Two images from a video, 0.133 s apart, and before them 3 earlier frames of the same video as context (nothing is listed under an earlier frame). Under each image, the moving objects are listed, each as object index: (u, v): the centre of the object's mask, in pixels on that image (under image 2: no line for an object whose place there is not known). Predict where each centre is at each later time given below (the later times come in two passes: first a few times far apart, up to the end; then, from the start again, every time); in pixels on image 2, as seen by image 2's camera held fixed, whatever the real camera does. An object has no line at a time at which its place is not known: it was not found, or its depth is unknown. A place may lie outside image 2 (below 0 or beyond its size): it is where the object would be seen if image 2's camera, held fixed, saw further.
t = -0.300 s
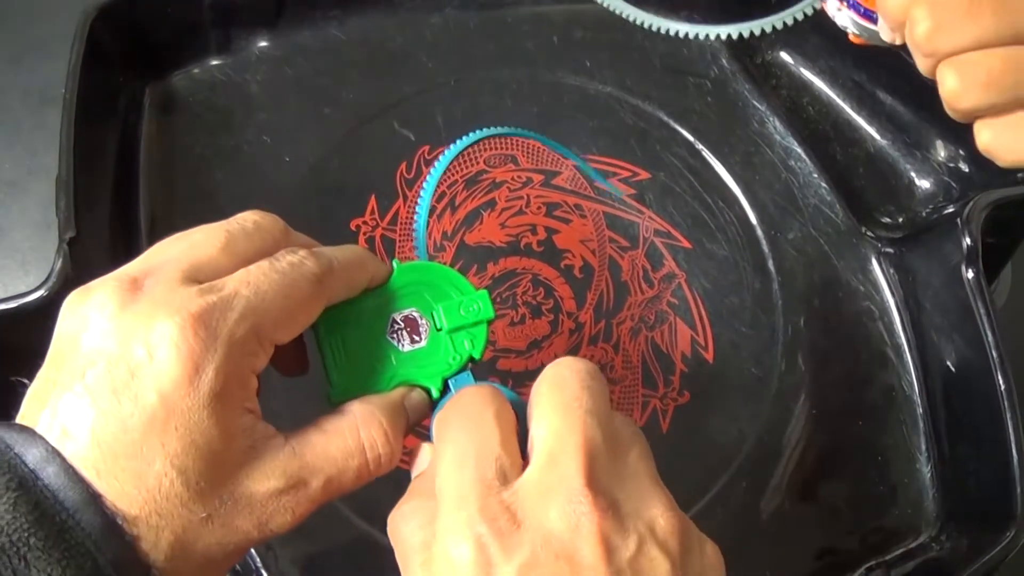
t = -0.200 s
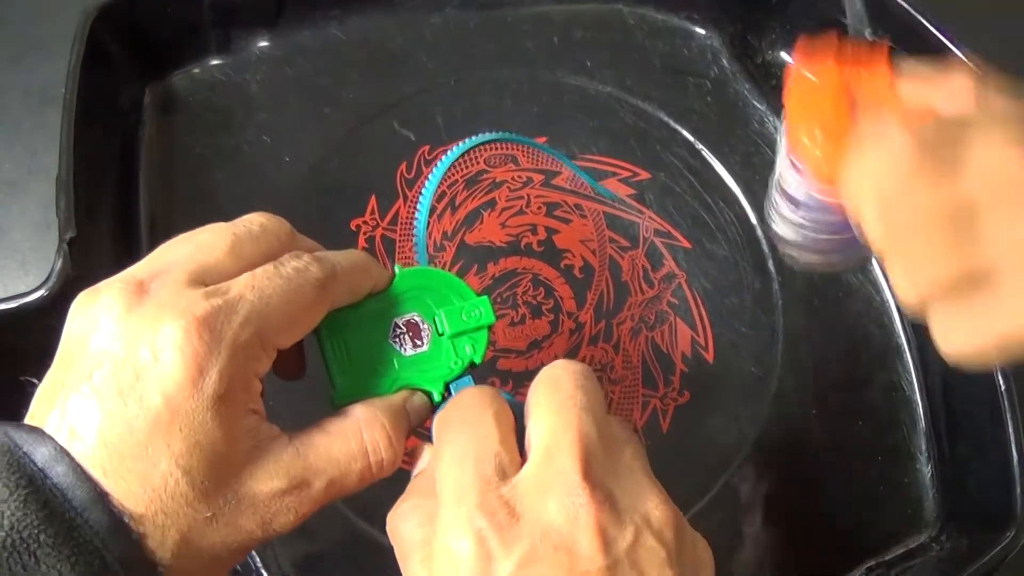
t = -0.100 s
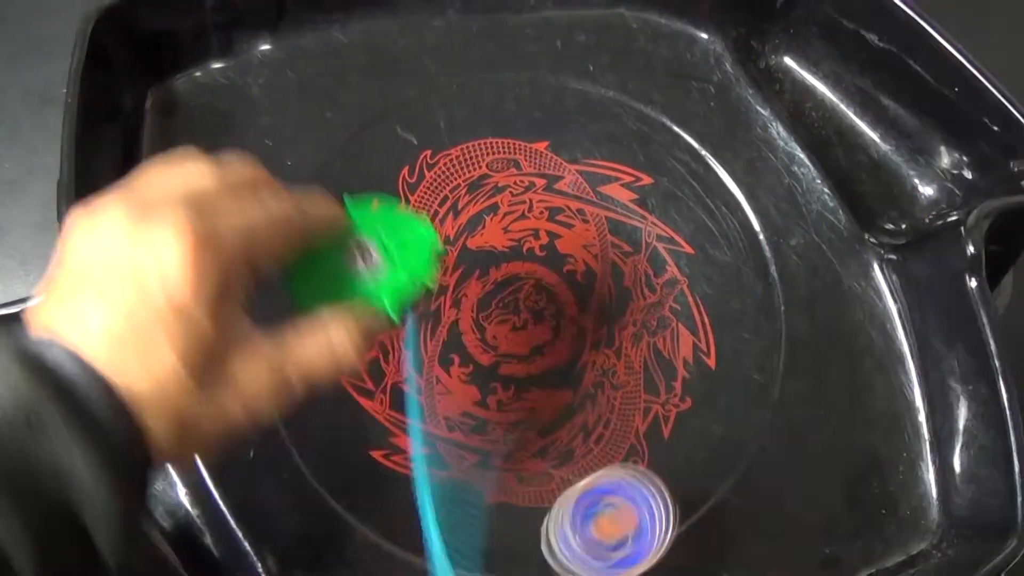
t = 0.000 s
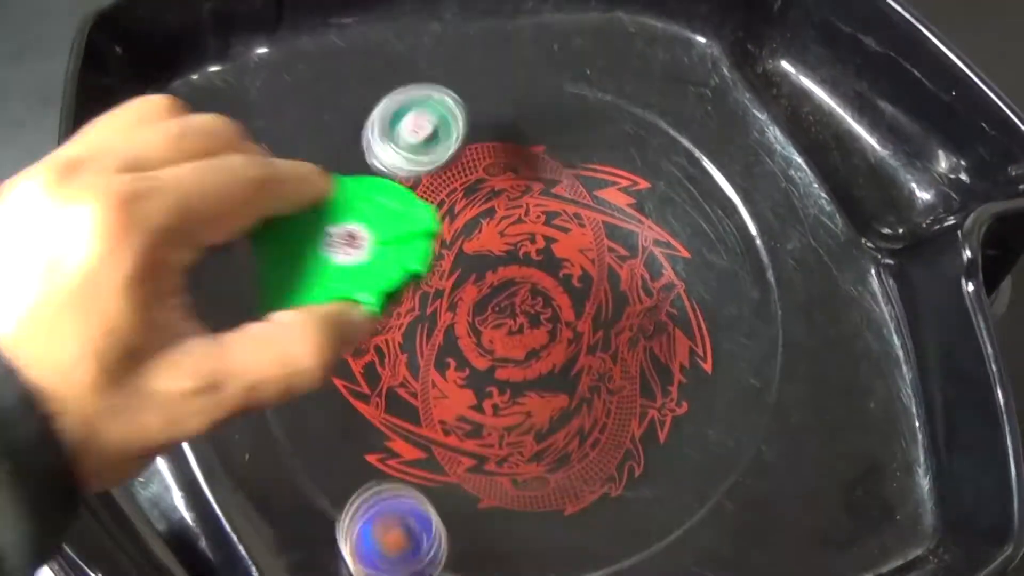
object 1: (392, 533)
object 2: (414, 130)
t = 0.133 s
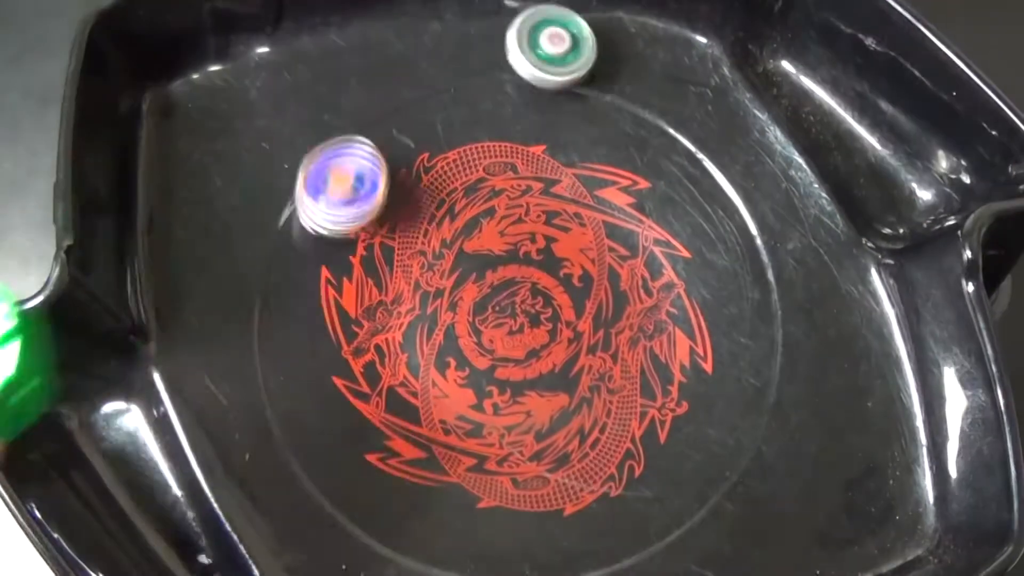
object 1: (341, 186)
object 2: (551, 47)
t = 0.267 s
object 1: (452, 33)
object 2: (543, 138)
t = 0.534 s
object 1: (667, 333)
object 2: (523, 251)
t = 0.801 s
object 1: (510, 403)
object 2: (631, 274)
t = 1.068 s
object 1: (548, 346)
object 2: (628, 276)
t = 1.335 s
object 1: (540, 372)
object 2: (628, 294)
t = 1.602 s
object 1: (527, 396)
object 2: (634, 322)
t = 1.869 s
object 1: (517, 406)
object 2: (587, 315)
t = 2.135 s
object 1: (509, 404)
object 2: (568, 264)
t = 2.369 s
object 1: (504, 397)
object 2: (568, 242)
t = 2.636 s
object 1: (508, 384)
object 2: (573, 231)
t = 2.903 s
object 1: (527, 370)
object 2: (568, 231)
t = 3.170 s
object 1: (570, 358)
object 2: (578, 236)
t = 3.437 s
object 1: (617, 360)
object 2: (583, 239)
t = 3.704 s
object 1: (631, 361)
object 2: (586, 241)
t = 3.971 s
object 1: (629, 357)
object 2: (578, 233)
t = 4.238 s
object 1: (623, 354)
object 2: (570, 231)
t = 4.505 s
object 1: (615, 348)
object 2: (569, 231)
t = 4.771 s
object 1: (611, 336)
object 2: (566, 230)
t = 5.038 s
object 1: (621, 317)
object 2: (567, 232)
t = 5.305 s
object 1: (644, 283)
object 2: (566, 228)
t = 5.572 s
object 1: (609, 320)
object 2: (489, 210)
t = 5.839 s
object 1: (553, 397)
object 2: (476, 218)
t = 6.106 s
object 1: (559, 416)
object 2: (501, 219)
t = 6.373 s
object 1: (462, 388)
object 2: (525, 230)
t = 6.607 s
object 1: (411, 358)
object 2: (530, 247)
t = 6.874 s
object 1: (409, 288)
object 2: (516, 255)
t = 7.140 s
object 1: (418, 263)
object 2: (531, 243)
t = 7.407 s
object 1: (428, 236)
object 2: (588, 244)
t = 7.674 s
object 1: (447, 247)
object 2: (603, 255)
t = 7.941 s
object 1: (492, 264)
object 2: (596, 276)
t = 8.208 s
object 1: (454, 268)
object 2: (610, 274)
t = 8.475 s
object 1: (448, 271)
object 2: (608, 259)
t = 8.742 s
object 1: (446, 267)
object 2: (609, 260)
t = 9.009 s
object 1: (451, 262)
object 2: (603, 265)
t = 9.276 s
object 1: (459, 261)
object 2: (591, 255)
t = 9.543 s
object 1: (466, 267)
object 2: (591, 241)
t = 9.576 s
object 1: (466, 267)
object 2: (590, 241)
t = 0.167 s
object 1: (359, 117)
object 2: (564, 59)
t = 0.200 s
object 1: (385, 61)
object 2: (565, 83)
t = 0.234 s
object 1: (415, 29)
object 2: (558, 112)
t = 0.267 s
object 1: (452, 33)
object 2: (543, 138)
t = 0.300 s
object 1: (490, 51)
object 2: (530, 156)
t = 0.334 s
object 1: (526, 84)
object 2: (514, 175)
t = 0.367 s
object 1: (567, 114)
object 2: (493, 205)
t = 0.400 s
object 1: (607, 143)
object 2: (480, 229)
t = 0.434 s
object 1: (639, 183)
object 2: (477, 243)
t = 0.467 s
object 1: (662, 231)
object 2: (486, 245)
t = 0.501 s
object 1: (670, 283)
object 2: (503, 247)
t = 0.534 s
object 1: (667, 333)
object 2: (523, 251)
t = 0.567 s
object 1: (656, 378)
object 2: (542, 256)
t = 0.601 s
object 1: (637, 413)
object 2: (559, 262)
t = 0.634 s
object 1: (614, 437)
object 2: (577, 269)
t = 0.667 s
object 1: (587, 448)
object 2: (593, 276)
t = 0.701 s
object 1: (561, 446)
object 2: (611, 281)
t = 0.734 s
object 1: (538, 435)
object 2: (625, 281)
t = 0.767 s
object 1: (521, 419)
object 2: (631, 277)
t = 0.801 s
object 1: (510, 403)
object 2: (631, 274)
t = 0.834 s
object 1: (504, 389)
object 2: (629, 271)
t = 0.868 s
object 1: (504, 378)
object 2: (627, 268)
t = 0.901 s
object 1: (507, 369)
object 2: (625, 266)
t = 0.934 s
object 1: (513, 363)
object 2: (625, 265)
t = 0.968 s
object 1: (520, 359)
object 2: (625, 266)
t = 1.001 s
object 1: (528, 354)
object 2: (626, 268)
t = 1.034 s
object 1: (538, 350)
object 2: (627, 271)
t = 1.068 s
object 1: (548, 346)
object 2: (628, 276)
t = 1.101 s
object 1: (557, 343)
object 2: (629, 280)
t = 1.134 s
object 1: (551, 352)
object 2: (640, 276)
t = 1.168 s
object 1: (542, 362)
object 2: (644, 276)
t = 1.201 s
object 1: (537, 369)
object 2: (640, 280)
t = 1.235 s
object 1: (536, 371)
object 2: (633, 285)
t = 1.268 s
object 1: (536, 371)
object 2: (627, 288)
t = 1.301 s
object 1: (538, 372)
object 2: (626, 291)
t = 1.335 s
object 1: (540, 372)
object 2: (628, 294)
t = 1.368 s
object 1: (542, 373)
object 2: (630, 298)
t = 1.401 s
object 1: (543, 374)
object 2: (631, 303)
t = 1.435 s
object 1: (544, 375)
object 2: (631, 308)
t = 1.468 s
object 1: (546, 375)
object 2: (631, 313)
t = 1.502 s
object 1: (549, 377)
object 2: (628, 318)
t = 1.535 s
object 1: (546, 381)
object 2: (627, 321)
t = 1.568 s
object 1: (534, 391)
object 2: (633, 320)
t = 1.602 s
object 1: (527, 396)
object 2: (634, 322)
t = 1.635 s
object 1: (525, 399)
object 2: (630, 324)
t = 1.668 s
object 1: (523, 401)
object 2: (625, 325)
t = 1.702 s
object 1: (522, 402)
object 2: (619, 326)
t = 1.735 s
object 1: (521, 403)
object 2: (613, 325)
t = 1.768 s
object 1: (520, 404)
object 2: (607, 324)
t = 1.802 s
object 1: (519, 404)
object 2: (601, 322)
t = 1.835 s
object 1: (518, 405)
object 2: (594, 319)
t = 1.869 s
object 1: (517, 406)
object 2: (587, 315)
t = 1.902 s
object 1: (517, 406)
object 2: (582, 308)
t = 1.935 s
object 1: (515, 406)
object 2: (579, 299)
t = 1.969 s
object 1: (515, 406)
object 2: (579, 290)
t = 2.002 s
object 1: (513, 406)
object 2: (579, 283)
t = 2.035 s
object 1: (512, 406)
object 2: (577, 277)
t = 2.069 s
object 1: (511, 406)
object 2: (574, 271)
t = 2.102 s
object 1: (510, 405)
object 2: (571, 267)
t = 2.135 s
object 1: (509, 404)
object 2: (568, 264)
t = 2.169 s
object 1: (508, 404)
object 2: (566, 260)
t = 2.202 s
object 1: (507, 403)
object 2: (566, 256)
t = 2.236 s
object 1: (506, 402)
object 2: (565, 252)
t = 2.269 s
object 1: (506, 401)
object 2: (566, 250)
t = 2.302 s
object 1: (505, 400)
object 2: (566, 247)
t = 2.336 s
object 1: (505, 398)
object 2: (566, 245)
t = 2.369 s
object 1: (504, 397)
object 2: (568, 242)
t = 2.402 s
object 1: (504, 396)
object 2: (569, 241)
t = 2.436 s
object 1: (504, 394)
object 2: (571, 239)
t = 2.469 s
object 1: (504, 393)
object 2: (572, 238)
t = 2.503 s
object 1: (505, 391)
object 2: (573, 236)
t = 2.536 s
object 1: (505, 389)
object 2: (573, 234)
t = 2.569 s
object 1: (506, 387)
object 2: (574, 232)
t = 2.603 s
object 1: (507, 385)
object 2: (574, 231)
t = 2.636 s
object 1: (508, 384)
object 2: (573, 231)
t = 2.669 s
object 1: (509, 382)
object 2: (571, 231)
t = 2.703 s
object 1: (511, 380)
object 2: (570, 230)
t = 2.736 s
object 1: (513, 378)
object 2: (569, 230)
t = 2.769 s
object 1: (515, 376)
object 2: (568, 230)
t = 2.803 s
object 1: (518, 374)
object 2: (568, 230)
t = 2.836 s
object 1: (521, 373)
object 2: (568, 230)
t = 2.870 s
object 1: (523, 371)
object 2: (568, 230)
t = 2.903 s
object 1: (527, 370)
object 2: (568, 231)
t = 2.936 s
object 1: (530, 368)
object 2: (569, 231)
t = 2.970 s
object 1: (535, 366)
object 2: (571, 232)
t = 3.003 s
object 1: (540, 364)
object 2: (572, 233)
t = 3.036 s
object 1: (545, 362)
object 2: (573, 234)
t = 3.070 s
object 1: (551, 361)
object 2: (574, 235)
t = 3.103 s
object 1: (557, 360)
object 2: (575, 235)
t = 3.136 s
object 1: (563, 359)
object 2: (576, 235)
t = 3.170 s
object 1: (570, 358)
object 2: (578, 236)
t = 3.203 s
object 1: (578, 358)
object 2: (579, 236)
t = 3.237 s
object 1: (585, 358)
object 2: (580, 236)
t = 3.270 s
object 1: (592, 358)
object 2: (580, 236)
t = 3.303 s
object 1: (598, 357)
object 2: (582, 236)
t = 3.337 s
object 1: (604, 358)
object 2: (583, 238)
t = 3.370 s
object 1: (609, 358)
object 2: (583, 239)
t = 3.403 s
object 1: (613, 359)
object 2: (583, 239)
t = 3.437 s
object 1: (617, 360)
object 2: (583, 239)
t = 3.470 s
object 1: (619, 361)
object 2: (584, 238)
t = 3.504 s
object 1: (622, 362)
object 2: (585, 239)
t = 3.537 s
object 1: (624, 363)
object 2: (586, 241)
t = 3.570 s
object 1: (626, 364)
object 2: (586, 241)
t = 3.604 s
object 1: (628, 364)
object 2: (586, 240)
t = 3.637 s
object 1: (630, 363)
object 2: (586, 239)
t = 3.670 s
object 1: (630, 362)
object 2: (586, 240)
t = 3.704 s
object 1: (631, 361)
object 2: (586, 241)
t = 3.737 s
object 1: (632, 361)
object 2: (585, 240)
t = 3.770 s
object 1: (632, 360)
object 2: (584, 239)
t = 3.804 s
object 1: (632, 360)
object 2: (583, 237)
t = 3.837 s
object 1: (632, 360)
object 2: (583, 237)
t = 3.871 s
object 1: (631, 359)
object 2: (582, 237)
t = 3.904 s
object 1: (630, 358)
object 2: (580, 237)
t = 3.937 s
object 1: (629, 357)
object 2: (579, 235)
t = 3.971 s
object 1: (629, 357)
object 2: (578, 233)
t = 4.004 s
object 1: (628, 356)
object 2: (577, 233)
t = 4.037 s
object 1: (628, 356)
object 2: (576, 234)
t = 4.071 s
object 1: (627, 356)
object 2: (574, 234)
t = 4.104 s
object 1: (626, 356)
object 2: (572, 233)
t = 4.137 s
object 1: (625, 355)
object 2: (571, 232)
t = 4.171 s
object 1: (625, 355)
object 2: (570, 231)
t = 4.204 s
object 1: (624, 355)
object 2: (570, 231)
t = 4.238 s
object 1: (623, 354)
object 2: (570, 231)
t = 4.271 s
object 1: (622, 354)
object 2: (570, 231)
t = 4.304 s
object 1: (620, 354)
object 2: (569, 232)
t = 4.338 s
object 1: (619, 353)
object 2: (569, 232)
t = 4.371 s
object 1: (618, 352)
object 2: (568, 231)
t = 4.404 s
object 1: (617, 351)
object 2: (569, 231)
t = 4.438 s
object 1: (616, 350)
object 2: (569, 231)
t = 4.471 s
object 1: (616, 349)
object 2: (569, 231)
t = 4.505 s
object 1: (615, 348)
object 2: (569, 231)
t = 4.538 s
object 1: (613, 347)
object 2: (568, 231)
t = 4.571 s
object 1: (612, 345)
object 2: (568, 231)
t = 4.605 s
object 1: (611, 344)
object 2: (568, 231)
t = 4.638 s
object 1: (610, 342)
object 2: (568, 230)
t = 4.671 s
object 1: (610, 341)
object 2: (568, 230)
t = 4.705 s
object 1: (610, 339)
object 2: (567, 230)
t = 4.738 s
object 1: (610, 337)
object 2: (566, 230)
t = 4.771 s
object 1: (611, 336)
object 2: (566, 230)
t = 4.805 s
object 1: (611, 334)
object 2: (565, 230)
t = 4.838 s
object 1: (612, 332)
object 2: (565, 230)
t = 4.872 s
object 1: (613, 330)
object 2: (565, 230)
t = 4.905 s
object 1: (614, 327)
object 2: (566, 230)
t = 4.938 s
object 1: (615, 325)
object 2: (566, 231)
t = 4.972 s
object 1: (617, 323)
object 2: (567, 231)
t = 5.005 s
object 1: (618, 320)
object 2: (567, 231)
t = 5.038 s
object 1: (621, 317)
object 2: (567, 232)
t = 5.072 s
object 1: (623, 313)
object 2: (568, 232)
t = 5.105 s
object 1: (626, 310)
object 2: (569, 233)
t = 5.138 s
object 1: (629, 307)
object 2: (570, 233)
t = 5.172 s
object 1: (632, 303)
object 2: (571, 233)
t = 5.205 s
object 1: (637, 304)
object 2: (569, 230)
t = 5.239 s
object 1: (642, 300)
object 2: (568, 227)
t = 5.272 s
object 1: (644, 293)
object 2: (567, 227)
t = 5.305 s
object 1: (644, 283)
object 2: (566, 228)
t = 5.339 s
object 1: (666, 293)
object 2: (540, 209)
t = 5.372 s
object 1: (688, 309)
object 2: (517, 193)
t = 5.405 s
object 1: (696, 321)
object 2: (508, 189)
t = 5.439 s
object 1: (692, 328)
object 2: (502, 193)
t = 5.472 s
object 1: (679, 329)
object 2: (499, 199)
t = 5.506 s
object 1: (657, 327)
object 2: (495, 203)
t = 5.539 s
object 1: (632, 324)
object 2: (492, 207)
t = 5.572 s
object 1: (609, 320)
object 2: (489, 210)
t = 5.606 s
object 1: (591, 319)
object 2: (486, 213)
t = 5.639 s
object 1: (577, 321)
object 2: (483, 215)
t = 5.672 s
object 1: (568, 325)
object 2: (481, 216)
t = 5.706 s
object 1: (563, 333)
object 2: (479, 216)
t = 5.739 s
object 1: (560, 345)
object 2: (478, 217)
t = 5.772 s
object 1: (558, 360)
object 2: (476, 218)
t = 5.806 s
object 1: (556, 378)
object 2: (476, 218)
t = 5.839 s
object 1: (553, 397)
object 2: (476, 218)
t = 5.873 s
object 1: (548, 417)
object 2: (476, 218)
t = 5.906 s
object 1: (544, 433)
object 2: (476, 218)
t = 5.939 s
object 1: (544, 443)
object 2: (478, 218)
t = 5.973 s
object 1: (547, 446)
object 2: (482, 217)
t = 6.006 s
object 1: (553, 443)
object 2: (486, 217)
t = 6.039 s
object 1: (557, 436)
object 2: (490, 218)
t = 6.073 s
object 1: (559, 426)
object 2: (496, 218)
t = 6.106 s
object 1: (559, 416)
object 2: (501, 219)
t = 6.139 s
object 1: (557, 408)
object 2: (506, 220)
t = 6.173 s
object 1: (550, 402)
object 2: (510, 221)
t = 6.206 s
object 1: (539, 399)
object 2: (514, 222)
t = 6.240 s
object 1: (526, 397)
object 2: (517, 222)
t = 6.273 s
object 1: (511, 396)
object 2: (520, 224)
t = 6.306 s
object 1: (494, 394)
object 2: (522, 226)
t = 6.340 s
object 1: (478, 392)
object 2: (524, 228)
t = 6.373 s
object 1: (462, 388)
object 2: (525, 230)
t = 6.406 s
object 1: (446, 384)
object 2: (527, 233)
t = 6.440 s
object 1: (431, 378)
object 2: (529, 235)
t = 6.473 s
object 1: (418, 372)
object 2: (529, 238)
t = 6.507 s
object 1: (412, 366)
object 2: (530, 240)
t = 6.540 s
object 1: (410, 363)
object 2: (531, 243)
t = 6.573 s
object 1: (411, 361)
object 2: (530, 245)
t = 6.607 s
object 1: (411, 358)
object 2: (530, 247)
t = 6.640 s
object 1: (412, 354)
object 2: (529, 249)
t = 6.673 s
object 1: (411, 348)
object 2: (527, 251)
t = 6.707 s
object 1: (410, 340)
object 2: (525, 252)
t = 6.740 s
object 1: (408, 328)
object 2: (524, 253)
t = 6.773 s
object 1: (406, 317)
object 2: (523, 254)
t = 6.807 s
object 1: (406, 305)
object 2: (521, 255)
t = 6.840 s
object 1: (407, 295)
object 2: (518, 255)
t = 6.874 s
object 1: (409, 288)
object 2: (516, 255)
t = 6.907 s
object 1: (413, 282)
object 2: (514, 254)
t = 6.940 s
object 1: (417, 275)
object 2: (512, 253)
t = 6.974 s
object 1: (417, 268)
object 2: (515, 251)
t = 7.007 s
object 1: (410, 263)
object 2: (523, 250)
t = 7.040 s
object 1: (409, 261)
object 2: (525, 249)
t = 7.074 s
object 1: (412, 262)
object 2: (527, 247)
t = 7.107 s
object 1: (415, 263)
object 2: (529, 245)
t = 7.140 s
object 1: (418, 263)
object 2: (531, 243)
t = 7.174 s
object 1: (423, 264)
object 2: (533, 241)
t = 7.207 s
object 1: (430, 261)
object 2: (536, 240)
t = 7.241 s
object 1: (439, 255)
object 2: (539, 239)
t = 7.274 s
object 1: (449, 247)
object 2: (543, 239)
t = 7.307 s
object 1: (436, 239)
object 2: (564, 239)
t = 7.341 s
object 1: (428, 235)
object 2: (577, 241)
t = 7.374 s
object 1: (427, 234)
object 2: (585, 243)
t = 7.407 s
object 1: (428, 236)
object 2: (588, 244)
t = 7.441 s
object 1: (430, 238)
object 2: (591, 244)
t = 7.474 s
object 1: (432, 240)
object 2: (592, 244)
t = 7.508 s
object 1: (433, 241)
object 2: (595, 245)
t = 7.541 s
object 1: (435, 243)
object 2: (596, 245)
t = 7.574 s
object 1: (437, 244)
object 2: (598, 247)
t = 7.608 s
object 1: (439, 245)
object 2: (600, 249)
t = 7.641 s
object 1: (442, 246)
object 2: (601, 252)
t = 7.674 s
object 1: (447, 247)
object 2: (603, 255)
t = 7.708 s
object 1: (451, 248)
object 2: (604, 258)
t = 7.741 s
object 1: (456, 249)
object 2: (605, 261)
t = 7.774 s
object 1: (462, 250)
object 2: (605, 265)
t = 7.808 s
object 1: (468, 252)
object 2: (605, 268)
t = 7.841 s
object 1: (473, 255)
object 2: (603, 272)
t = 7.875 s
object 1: (479, 257)
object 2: (601, 273)
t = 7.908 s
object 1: (486, 261)
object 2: (599, 275)
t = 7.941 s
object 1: (492, 264)
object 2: (596, 276)
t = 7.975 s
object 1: (498, 267)
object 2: (594, 277)
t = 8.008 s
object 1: (482, 268)
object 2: (609, 280)
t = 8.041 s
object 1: (466, 267)
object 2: (616, 283)
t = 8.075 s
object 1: (457, 266)
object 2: (615, 284)
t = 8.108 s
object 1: (455, 266)
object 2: (613, 283)
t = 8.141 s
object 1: (455, 267)
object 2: (612, 280)
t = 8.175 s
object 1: (454, 268)
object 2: (611, 277)
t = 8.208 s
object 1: (454, 268)
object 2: (610, 274)
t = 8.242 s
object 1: (453, 269)
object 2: (610, 270)
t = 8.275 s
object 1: (452, 269)
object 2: (611, 267)
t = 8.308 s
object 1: (452, 270)
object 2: (612, 264)
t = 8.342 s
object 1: (451, 270)
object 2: (613, 263)
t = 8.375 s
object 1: (450, 270)
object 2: (612, 262)
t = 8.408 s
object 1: (449, 270)
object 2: (610, 261)
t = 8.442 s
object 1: (449, 271)
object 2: (609, 261)
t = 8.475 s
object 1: (448, 271)
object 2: (608, 259)
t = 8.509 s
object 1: (448, 270)
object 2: (608, 258)
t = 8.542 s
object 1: (447, 270)
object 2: (608, 256)
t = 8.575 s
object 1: (447, 270)
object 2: (609, 256)
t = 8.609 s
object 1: (447, 270)
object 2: (609, 256)
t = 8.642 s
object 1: (446, 269)
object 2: (609, 257)
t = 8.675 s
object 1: (446, 269)
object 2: (609, 258)
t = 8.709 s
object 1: (446, 268)
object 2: (609, 259)
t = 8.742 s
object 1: (446, 267)
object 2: (609, 260)
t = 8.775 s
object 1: (447, 266)
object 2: (610, 261)
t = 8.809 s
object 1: (447, 266)
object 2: (610, 262)
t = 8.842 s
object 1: (447, 265)
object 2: (610, 262)
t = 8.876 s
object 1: (448, 264)
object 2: (610, 263)
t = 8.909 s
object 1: (448, 264)
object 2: (610, 264)
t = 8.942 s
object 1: (449, 263)
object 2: (608, 265)
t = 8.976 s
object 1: (450, 263)
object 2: (605, 266)
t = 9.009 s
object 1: (451, 262)
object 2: (603, 265)
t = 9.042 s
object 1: (452, 262)
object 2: (601, 264)
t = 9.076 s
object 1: (453, 262)
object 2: (598, 263)
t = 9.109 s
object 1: (454, 262)
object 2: (597, 262)
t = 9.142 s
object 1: (455, 261)
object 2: (595, 262)
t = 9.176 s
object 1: (456, 260)
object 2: (594, 260)
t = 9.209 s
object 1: (457, 260)
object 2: (593, 258)
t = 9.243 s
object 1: (458, 261)
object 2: (592, 257)
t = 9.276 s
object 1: (459, 261)
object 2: (591, 255)
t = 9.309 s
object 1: (460, 261)
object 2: (591, 253)
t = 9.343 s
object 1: (461, 262)
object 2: (591, 251)
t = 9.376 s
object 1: (462, 262)
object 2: (590, 248)
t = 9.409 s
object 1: (463, 263)
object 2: (592, 245)
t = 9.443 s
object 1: (464, 264)
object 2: (592, 245)
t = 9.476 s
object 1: (465, 265)
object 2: (592, 243)
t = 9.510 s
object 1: (465, 266)
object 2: (592, 242)
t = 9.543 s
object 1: (466, 267)
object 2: (591, 241)
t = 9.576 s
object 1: (466, 267)
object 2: (590, 241)
